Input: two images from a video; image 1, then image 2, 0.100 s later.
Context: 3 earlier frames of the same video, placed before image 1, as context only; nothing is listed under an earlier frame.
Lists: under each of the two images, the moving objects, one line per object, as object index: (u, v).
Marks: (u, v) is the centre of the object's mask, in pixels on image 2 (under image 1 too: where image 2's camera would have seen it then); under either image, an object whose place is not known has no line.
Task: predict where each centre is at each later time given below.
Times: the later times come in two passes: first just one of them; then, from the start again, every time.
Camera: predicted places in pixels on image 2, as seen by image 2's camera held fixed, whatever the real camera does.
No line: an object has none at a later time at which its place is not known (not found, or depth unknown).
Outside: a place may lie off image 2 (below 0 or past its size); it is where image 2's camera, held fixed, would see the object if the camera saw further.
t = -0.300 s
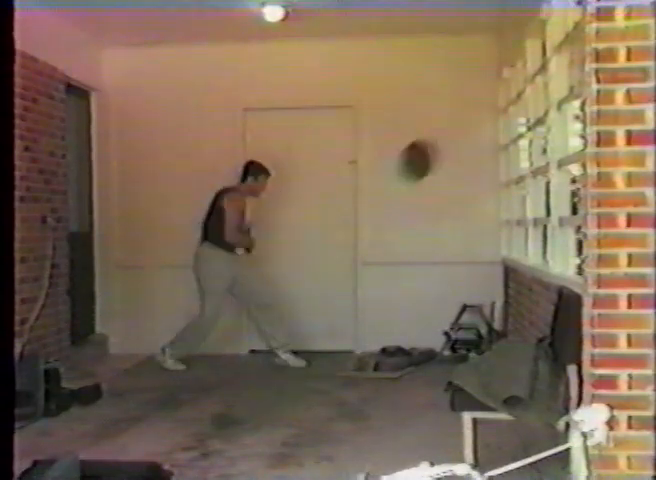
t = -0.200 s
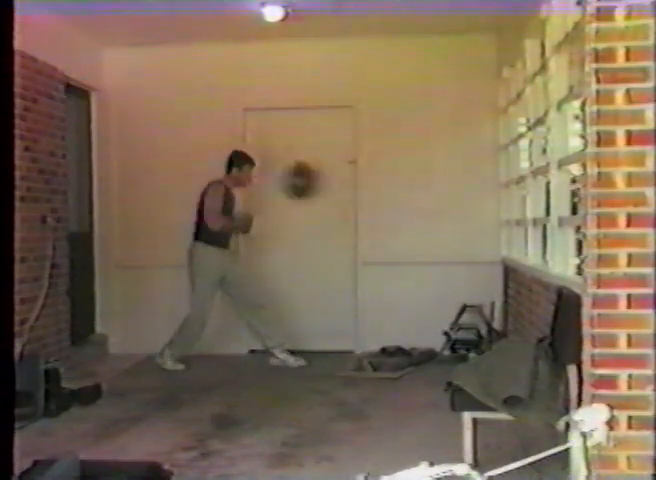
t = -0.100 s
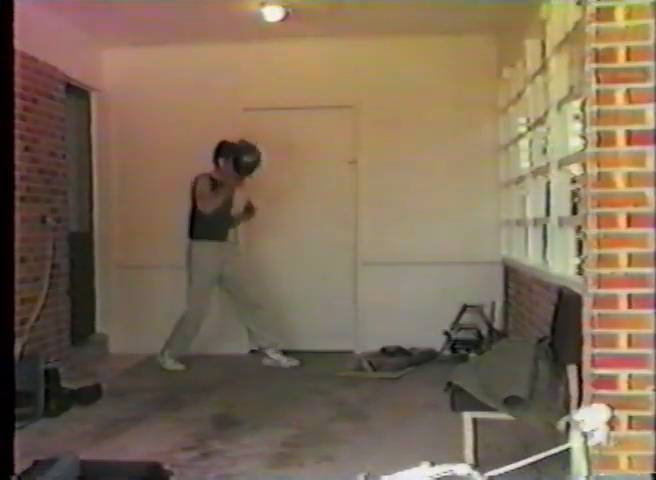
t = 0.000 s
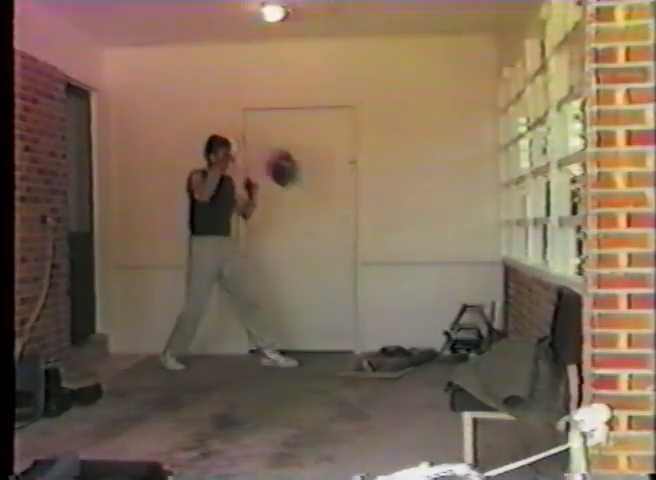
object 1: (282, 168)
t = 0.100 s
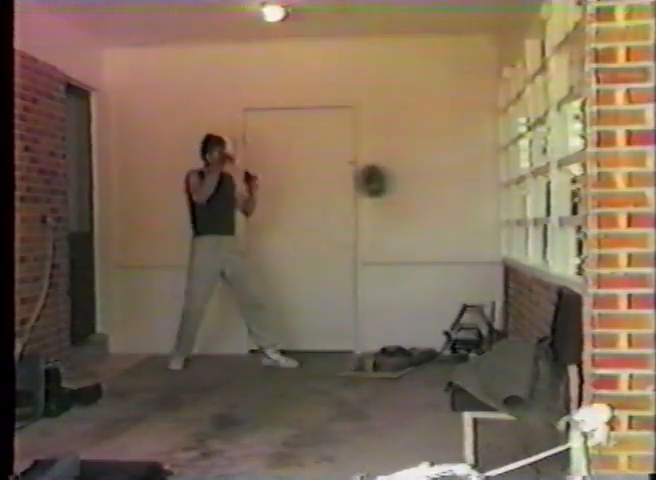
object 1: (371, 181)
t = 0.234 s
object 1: (449, 143)
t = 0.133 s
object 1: (401, 173)
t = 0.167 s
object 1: (425, 161)
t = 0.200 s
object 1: (441, 150)
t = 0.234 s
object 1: (449, 143)
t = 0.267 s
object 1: (447, 143)
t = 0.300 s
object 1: (433, 148)
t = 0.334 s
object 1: (410, 157)
